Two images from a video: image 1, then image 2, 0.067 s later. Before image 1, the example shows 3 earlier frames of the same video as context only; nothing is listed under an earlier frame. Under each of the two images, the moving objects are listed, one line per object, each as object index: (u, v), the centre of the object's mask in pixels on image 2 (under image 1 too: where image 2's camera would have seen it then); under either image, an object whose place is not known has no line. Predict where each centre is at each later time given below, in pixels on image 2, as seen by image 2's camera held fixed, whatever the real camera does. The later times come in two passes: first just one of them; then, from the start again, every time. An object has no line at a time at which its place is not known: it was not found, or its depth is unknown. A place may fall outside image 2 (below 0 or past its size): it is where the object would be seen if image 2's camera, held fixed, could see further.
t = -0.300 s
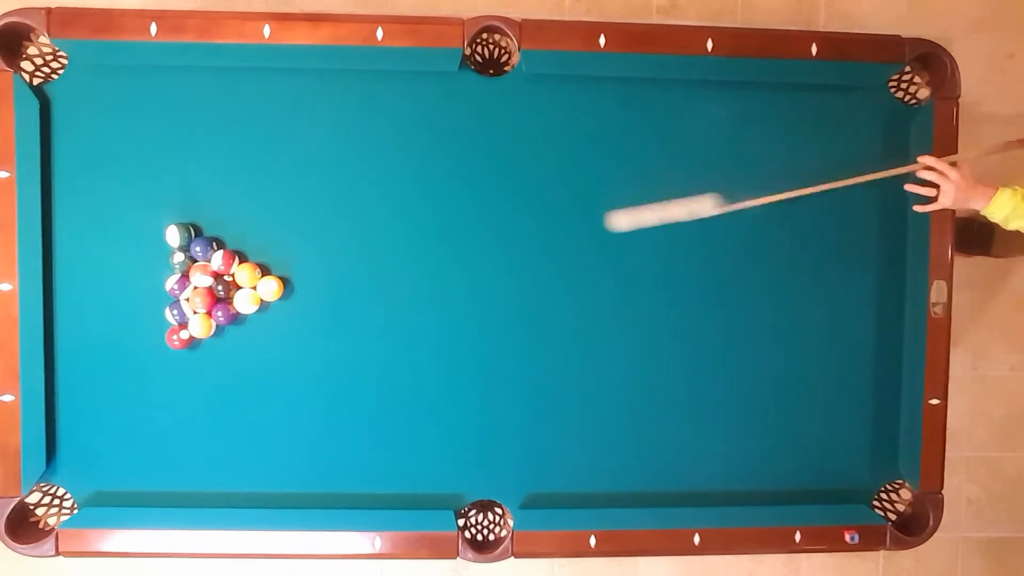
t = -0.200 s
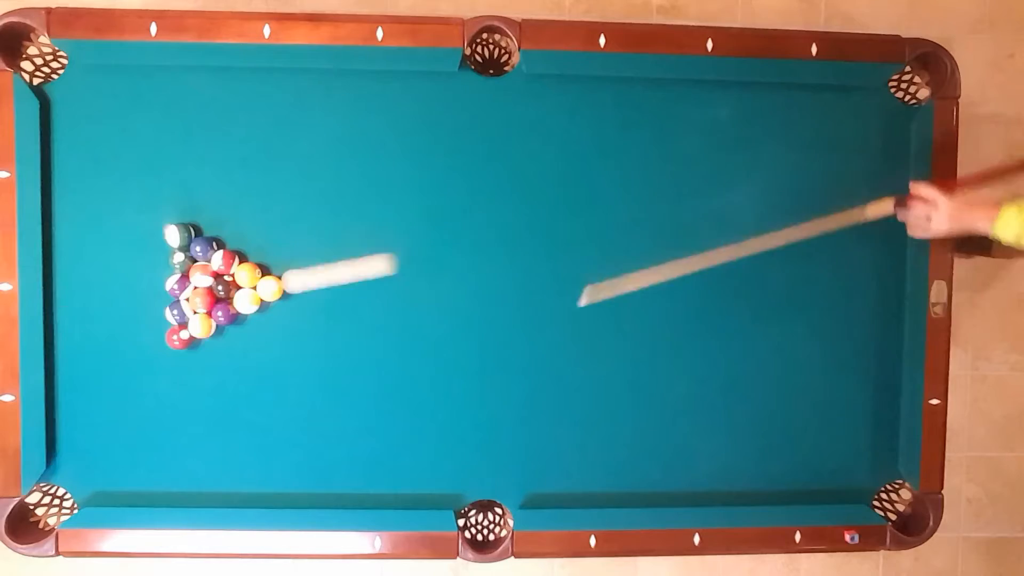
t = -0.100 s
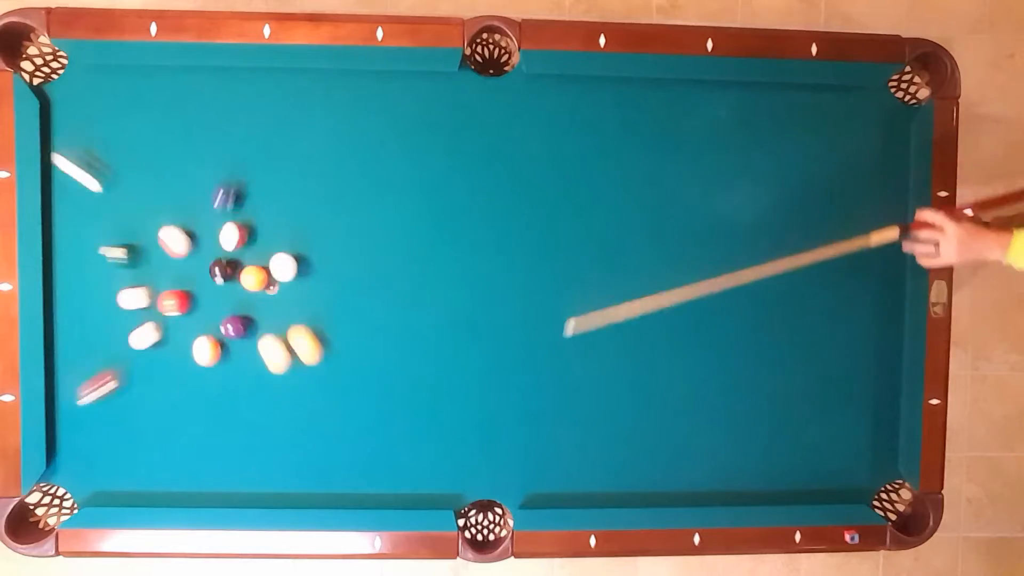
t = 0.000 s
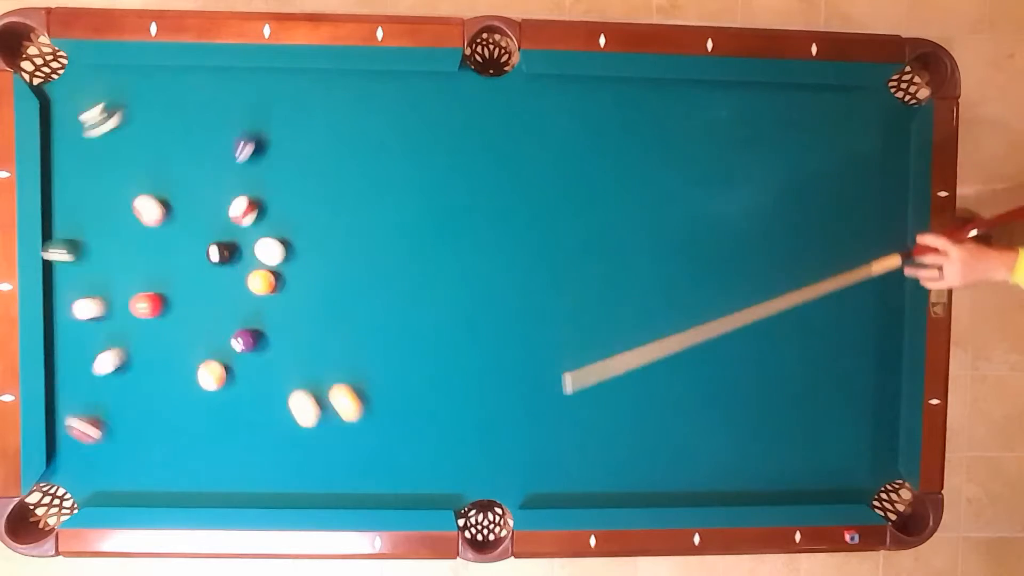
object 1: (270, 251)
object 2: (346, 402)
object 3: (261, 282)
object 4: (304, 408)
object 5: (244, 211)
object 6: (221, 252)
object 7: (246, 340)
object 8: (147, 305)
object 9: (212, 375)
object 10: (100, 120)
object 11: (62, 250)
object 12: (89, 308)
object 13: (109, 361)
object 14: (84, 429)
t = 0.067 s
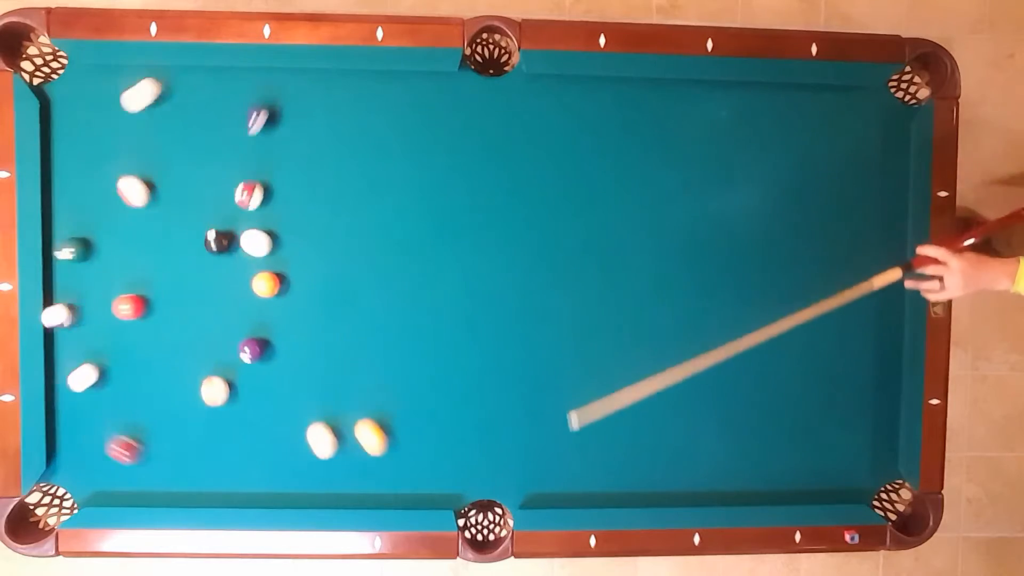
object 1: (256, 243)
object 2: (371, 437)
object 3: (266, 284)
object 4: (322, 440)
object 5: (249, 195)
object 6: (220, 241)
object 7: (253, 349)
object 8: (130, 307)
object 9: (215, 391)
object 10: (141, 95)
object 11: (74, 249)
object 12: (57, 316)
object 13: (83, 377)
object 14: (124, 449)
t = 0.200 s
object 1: (234, 233)
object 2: (418, 495)
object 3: (274, 289)
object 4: (356, 494)
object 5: (261, 162)
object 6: (202, 218)
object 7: (266, 365)
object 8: (107, 305)
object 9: (221, 422)
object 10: (217, 98)
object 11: (116, 247)
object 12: (75, 324)
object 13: (68, 404)
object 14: (191, 486)
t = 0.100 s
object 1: (248, 239)
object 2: (383, 454)
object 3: (268, 285)
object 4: (330, 455)
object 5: (252, 187)
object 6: (218, 236)
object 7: (256, 353)
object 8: (121, 308)
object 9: (216, 398)
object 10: (163, 84)
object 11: (85, 248)
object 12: (62, 317)
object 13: (76, 384)
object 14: (141, 459)
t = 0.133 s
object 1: (241, 236)
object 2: (395, 470)
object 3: (270, 287)
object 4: (339, 470)
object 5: (255, 179)
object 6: (215, 231)
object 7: (259, 358)
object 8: (112, 308)
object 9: (218, 406)
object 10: (179, 82)
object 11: (98, 247)
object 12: (72, 318)
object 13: (65, 392)
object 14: (158, 469)
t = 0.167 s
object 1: (238, 234)
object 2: (407, 487)
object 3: (272, 288)
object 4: (347, 486)
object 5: (258, 171)
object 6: (209, 225)
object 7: (262, 361)
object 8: (106, 308)
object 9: (220, 414)
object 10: (198, 90)
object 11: (107, 247)
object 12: (78, 320)
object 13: (61, 399)
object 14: (174, 477)
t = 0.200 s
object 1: (234, 233)
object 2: (418, 495)
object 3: (274, 289)
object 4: (356, 494)
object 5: (261, 162)
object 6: (202, 218)
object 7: (266, 365)
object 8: (107, 305)
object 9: (221, 422)
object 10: (217, 98)
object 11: (116, 247)
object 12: (75, 324)
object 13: (68, 404)
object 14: (191, 486)
